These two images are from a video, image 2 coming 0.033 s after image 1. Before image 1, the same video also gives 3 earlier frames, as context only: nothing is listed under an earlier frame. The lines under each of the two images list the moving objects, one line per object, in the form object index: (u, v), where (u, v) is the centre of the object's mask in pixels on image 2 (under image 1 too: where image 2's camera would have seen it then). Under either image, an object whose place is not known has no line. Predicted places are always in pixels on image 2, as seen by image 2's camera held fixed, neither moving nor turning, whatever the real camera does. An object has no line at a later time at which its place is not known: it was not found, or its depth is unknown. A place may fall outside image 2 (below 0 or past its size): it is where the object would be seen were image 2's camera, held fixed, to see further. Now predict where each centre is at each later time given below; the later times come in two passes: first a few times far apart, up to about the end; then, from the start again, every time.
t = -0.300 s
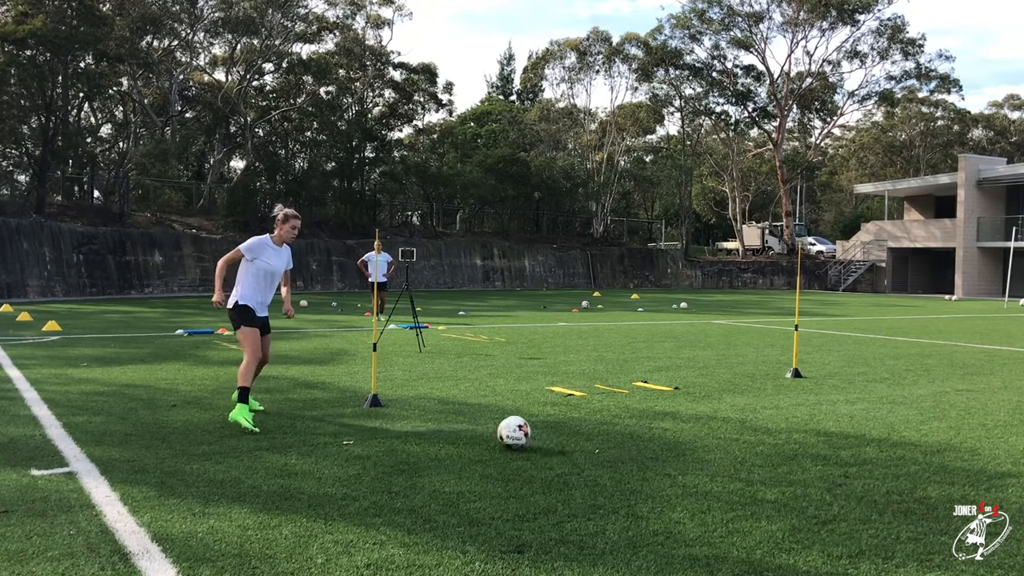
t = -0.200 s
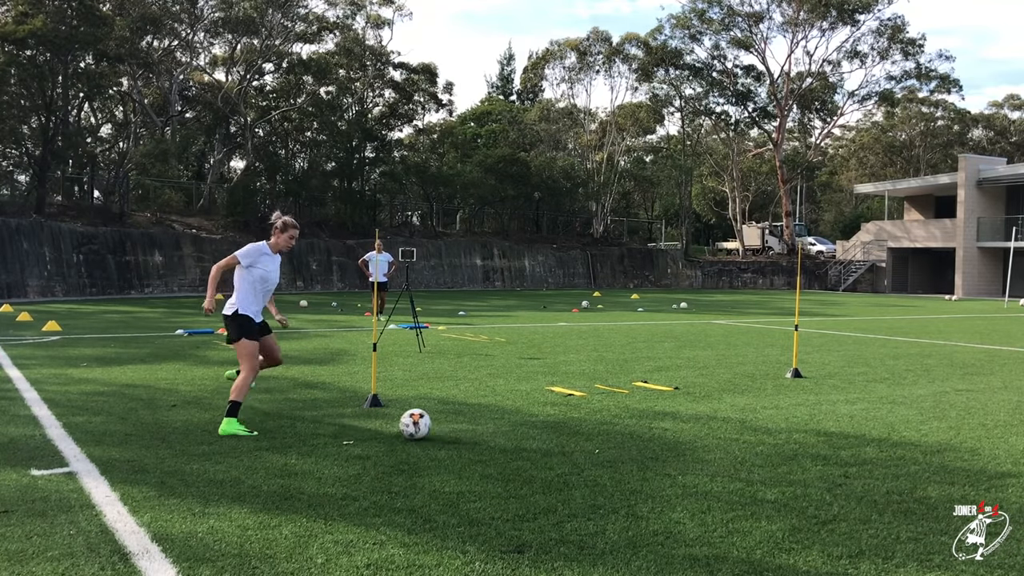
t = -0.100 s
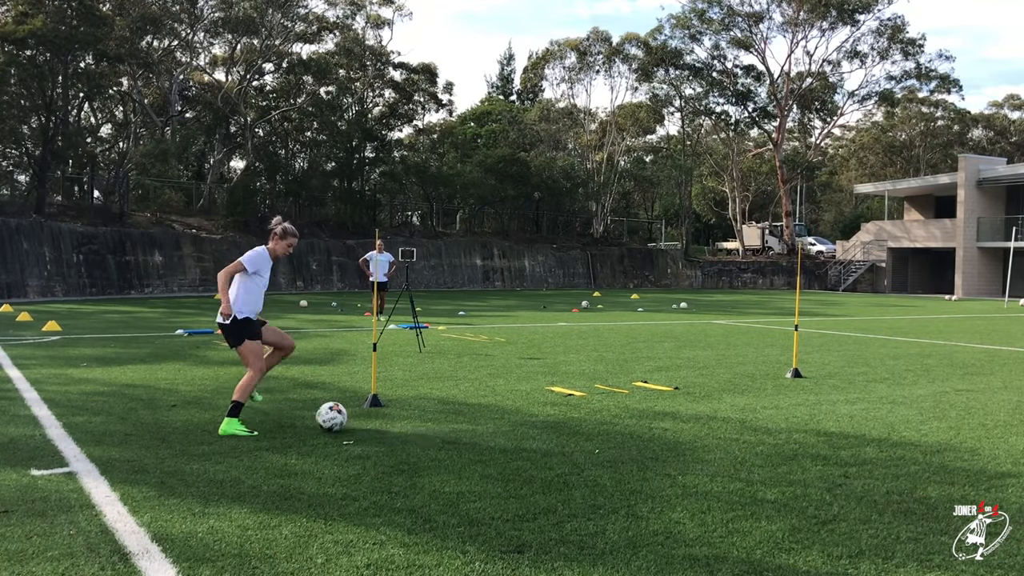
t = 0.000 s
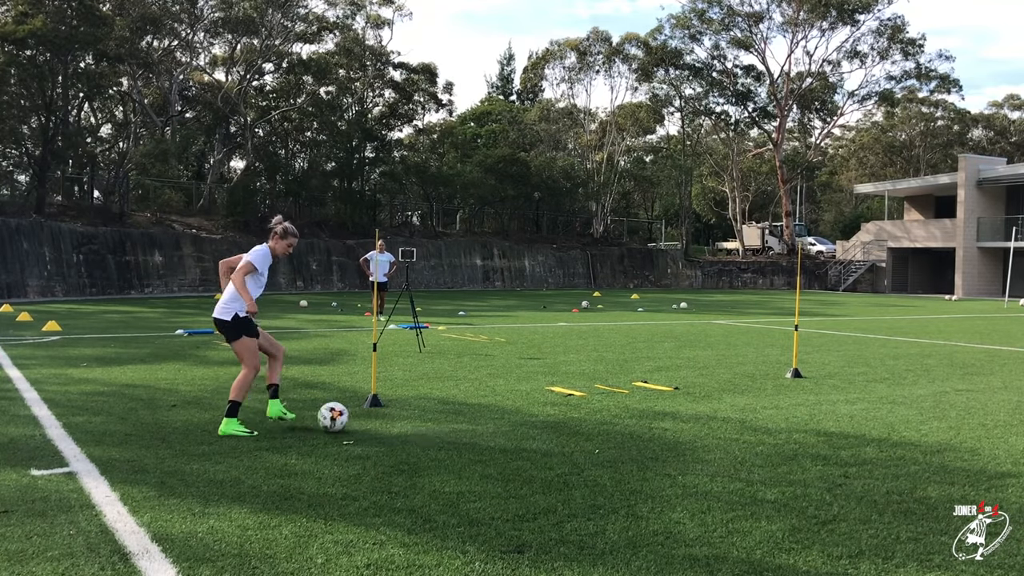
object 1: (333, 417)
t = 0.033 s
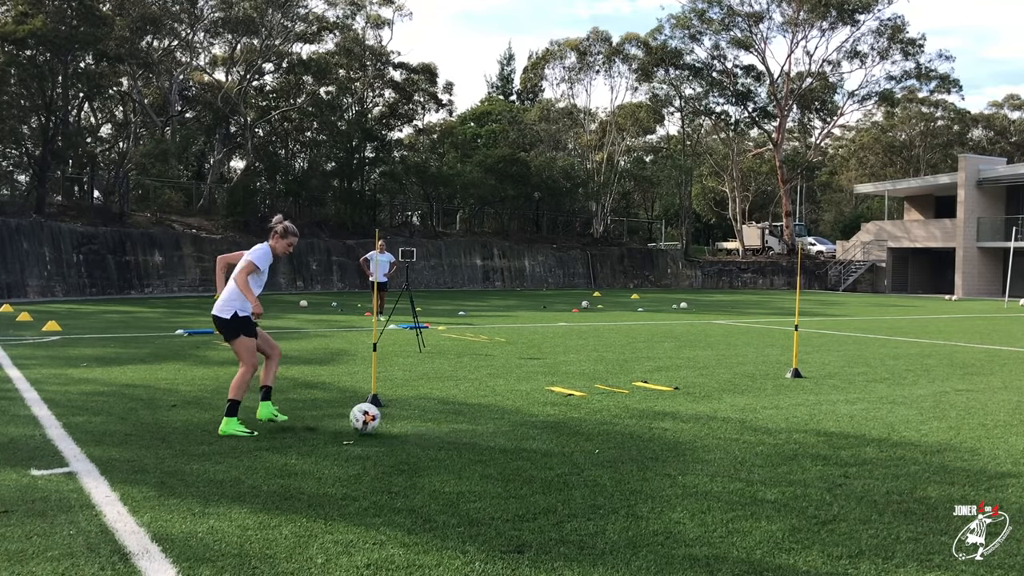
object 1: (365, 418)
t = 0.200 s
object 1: (529, 435)
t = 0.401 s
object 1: (730, 459)
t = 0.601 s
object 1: (927, 479)
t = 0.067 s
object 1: (397, 420)
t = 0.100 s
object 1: (431, 425)
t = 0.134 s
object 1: (464, 431)
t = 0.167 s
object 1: (496, 432)
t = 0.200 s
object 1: (529, 435)
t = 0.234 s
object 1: (563, 439)
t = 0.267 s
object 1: (597, 445)
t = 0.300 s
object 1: (629, 447)
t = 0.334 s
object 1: (663, 450)
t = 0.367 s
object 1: (697, 455)
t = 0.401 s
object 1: (730, 459)
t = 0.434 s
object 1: (763, 462)
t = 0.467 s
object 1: (797, 466)
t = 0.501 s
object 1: (830, 469)
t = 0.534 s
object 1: (863, 472)
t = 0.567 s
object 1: (895, 476)
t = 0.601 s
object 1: (927, 479)
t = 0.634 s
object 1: (960, 482)
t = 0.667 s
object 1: (993, 485)
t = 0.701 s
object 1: (1015, 488)
